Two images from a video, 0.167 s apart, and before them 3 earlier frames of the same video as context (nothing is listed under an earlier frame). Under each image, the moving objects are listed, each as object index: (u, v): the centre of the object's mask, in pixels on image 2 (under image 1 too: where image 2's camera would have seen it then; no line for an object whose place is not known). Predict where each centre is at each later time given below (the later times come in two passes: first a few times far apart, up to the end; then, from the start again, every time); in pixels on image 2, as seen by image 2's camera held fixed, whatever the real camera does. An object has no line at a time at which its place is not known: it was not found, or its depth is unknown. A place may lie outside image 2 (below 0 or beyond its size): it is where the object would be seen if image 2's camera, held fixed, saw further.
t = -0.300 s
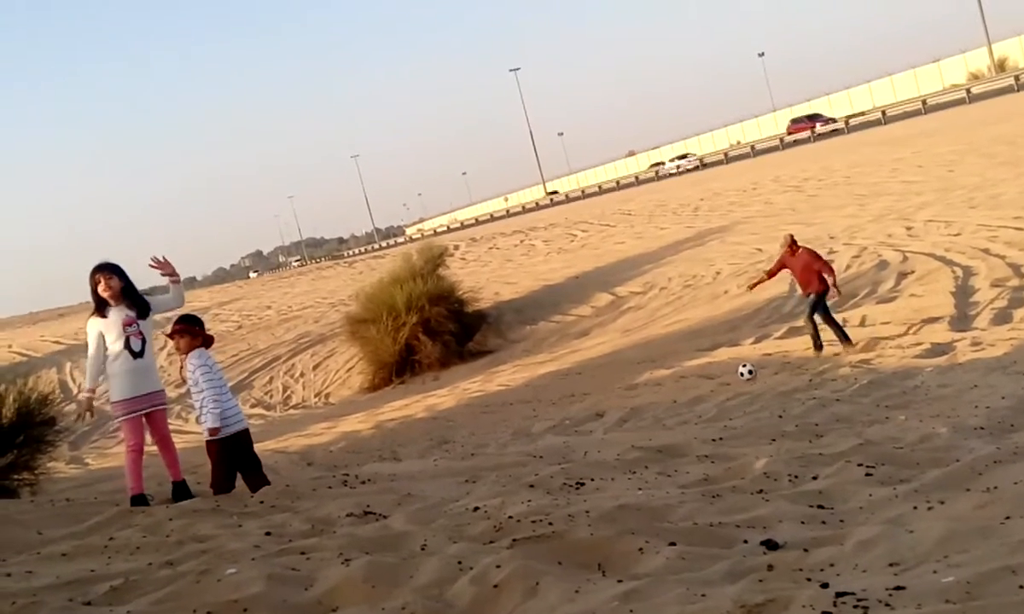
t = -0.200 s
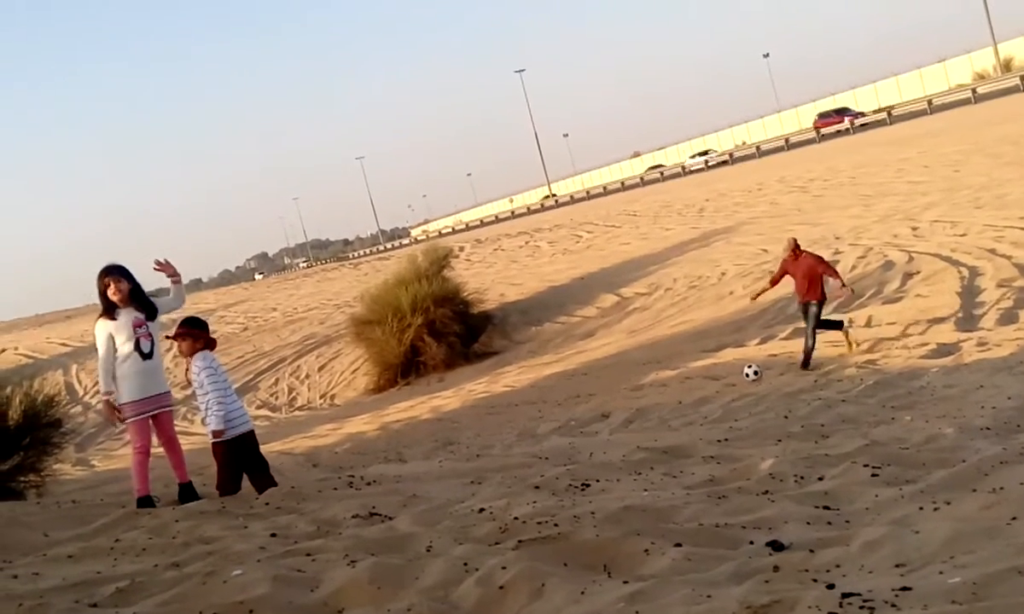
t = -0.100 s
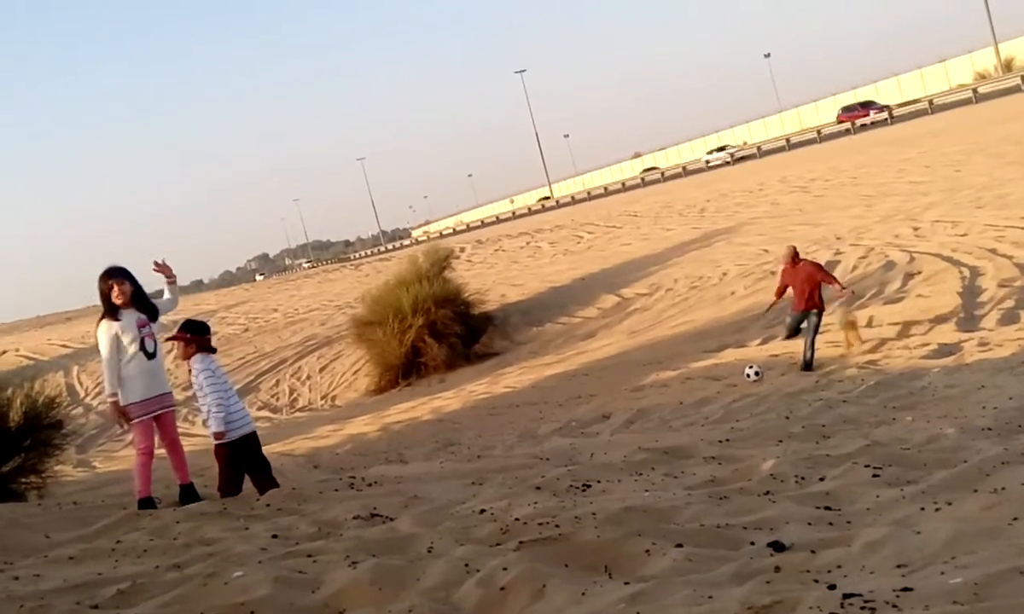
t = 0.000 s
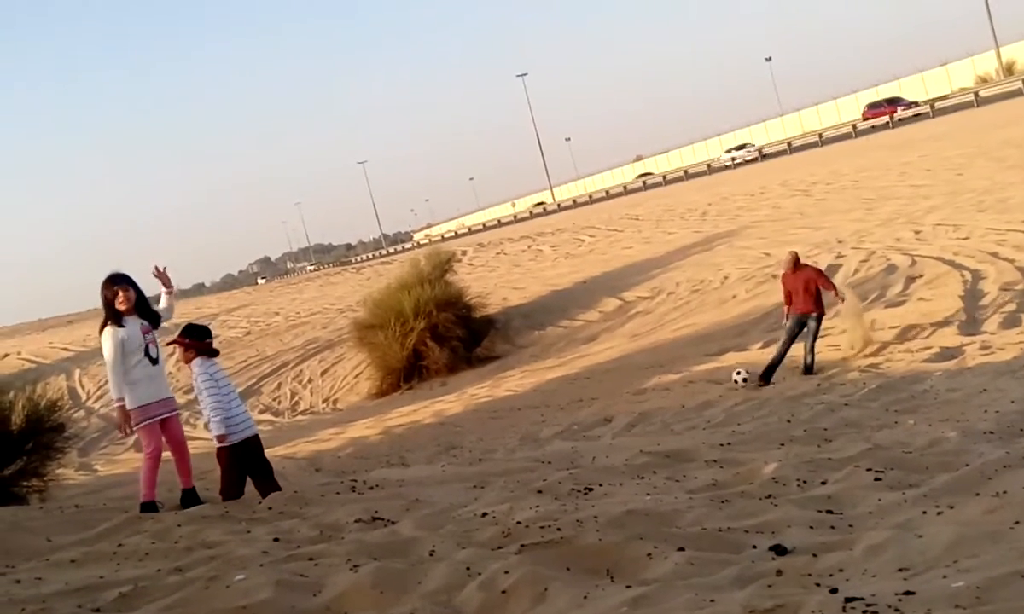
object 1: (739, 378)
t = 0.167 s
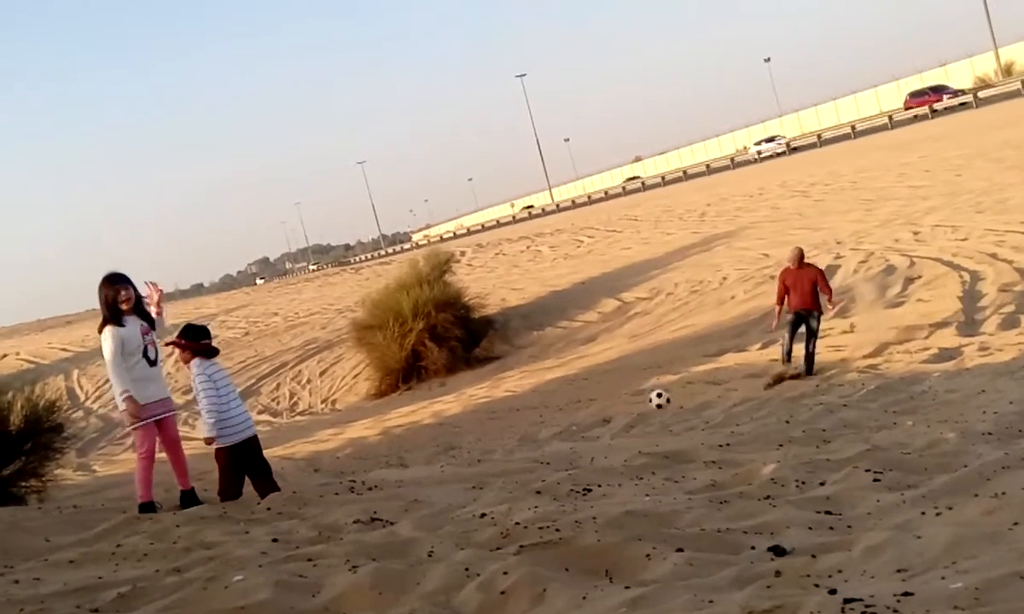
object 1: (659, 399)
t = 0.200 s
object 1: (640, 409)
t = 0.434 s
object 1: (528, 393)
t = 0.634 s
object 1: (444, 358)
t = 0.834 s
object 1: (358, 375)
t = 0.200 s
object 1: (640, 409)
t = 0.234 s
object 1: (623, 419)
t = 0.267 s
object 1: (601, 430)
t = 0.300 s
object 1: (581, 435)
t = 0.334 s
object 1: (569, 426)
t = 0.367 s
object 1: (555, 414)
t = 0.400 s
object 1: (541, 404)
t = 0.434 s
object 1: (528, 393)
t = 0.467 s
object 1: (514, 384)
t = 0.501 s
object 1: (500, 377)
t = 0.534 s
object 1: (485, 370)
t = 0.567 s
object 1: (472, 364)
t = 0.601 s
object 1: (458, 361)
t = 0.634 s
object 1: (444, 358)
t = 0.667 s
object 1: (429, 356)
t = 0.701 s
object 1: (414, 357)
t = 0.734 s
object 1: (400, 359)
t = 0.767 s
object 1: (386, 362)
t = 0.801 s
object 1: (371, 367)
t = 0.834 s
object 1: (358, 375)
